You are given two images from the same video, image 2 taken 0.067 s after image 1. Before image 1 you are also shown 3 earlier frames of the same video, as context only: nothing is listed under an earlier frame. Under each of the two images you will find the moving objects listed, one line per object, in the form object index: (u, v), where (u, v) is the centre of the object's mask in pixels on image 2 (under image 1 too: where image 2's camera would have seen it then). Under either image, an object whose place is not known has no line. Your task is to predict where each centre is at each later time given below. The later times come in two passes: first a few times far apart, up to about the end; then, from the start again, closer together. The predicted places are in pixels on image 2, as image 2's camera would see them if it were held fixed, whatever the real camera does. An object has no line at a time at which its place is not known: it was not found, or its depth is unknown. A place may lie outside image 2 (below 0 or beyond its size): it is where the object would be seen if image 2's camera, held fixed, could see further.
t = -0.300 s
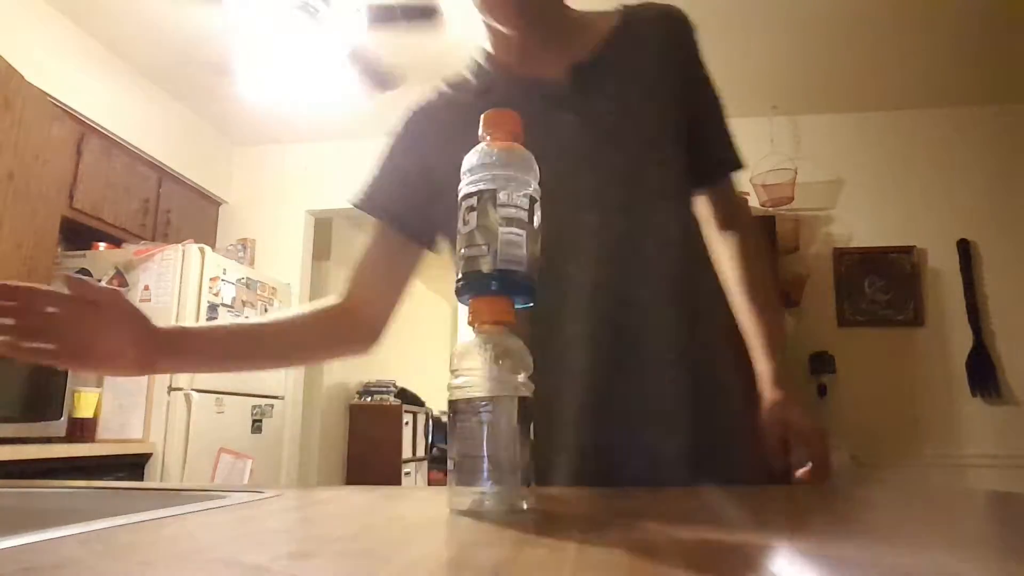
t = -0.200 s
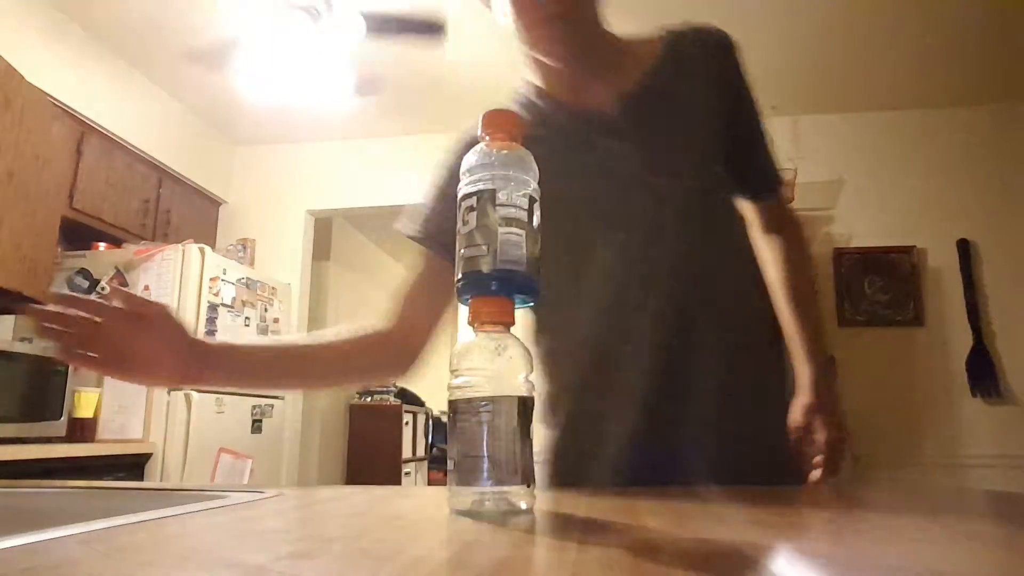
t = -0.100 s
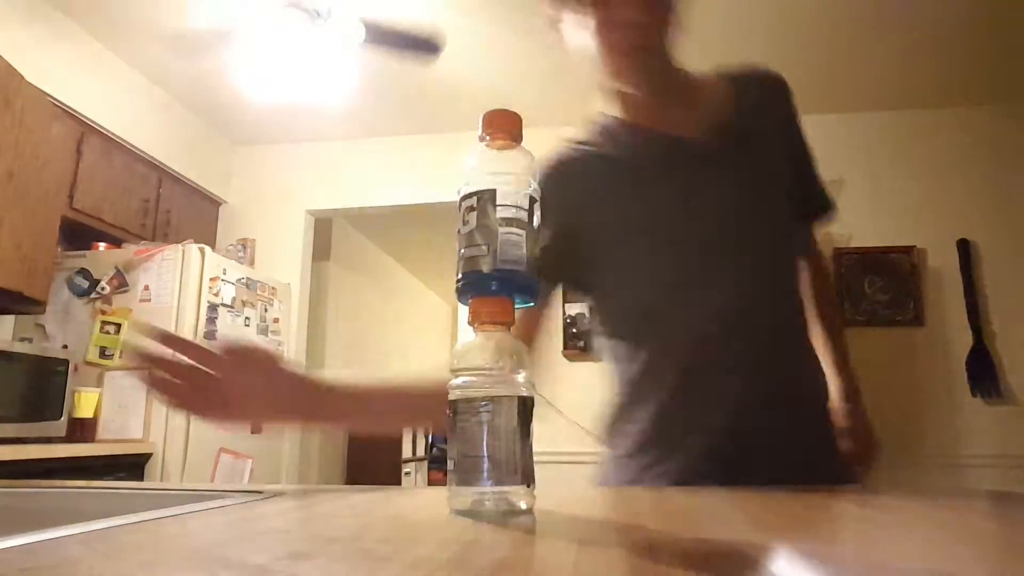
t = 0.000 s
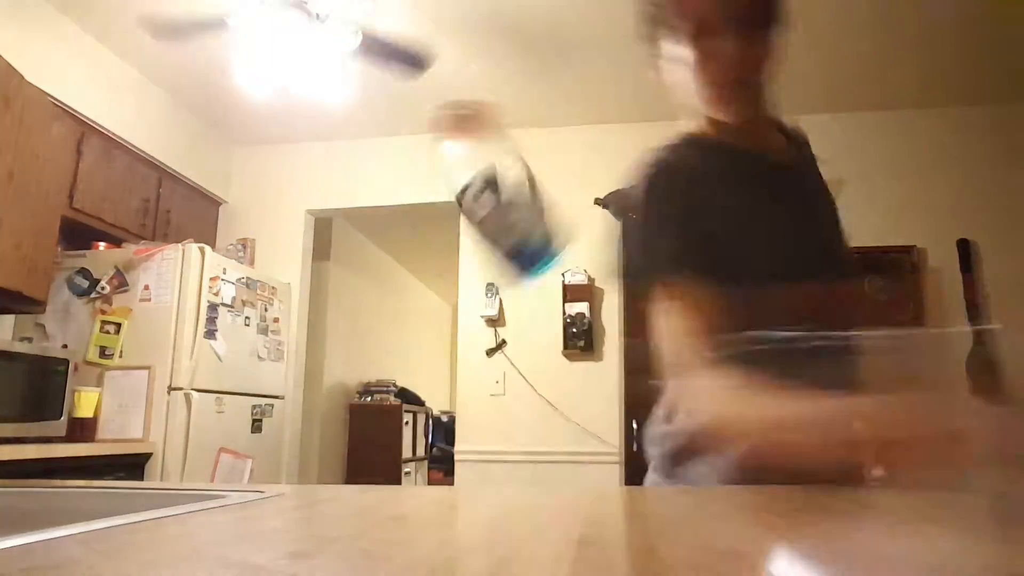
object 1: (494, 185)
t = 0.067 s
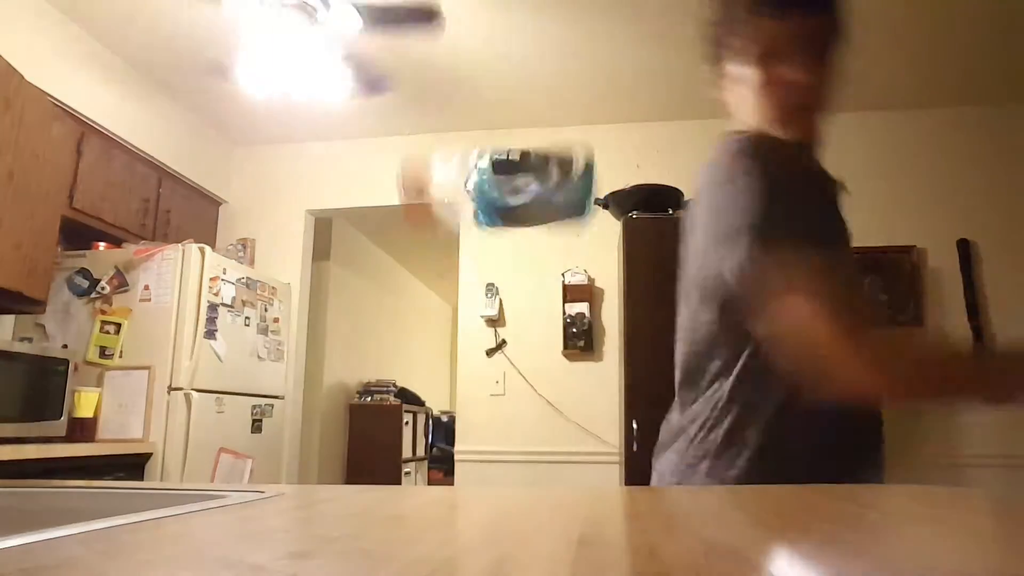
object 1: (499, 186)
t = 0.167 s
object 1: (542, 236)
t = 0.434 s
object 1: (567, 458)
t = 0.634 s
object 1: (575, 462)
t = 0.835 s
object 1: (575, 462)
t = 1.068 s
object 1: (575, 462)
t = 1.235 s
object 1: (575, 463)
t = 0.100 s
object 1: (511, 197)
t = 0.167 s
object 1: (542, 236)
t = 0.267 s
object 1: (555, 395)
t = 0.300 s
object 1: (545, 448)
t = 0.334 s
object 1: (547, 458)
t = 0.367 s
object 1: (548, 461)
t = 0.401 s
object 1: (562, 459)
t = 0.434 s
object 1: (567, 458)
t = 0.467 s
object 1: (572, 460)
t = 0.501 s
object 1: (573, 462)
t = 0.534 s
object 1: (574, 462)
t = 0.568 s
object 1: (575, 462)
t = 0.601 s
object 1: (575, 462)
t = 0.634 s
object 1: (575, 462)
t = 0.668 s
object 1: (575, 462)
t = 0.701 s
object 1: (575, 462)
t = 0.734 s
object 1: (575, 462)
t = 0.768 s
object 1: (575, 462)
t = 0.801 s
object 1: (575, 462)
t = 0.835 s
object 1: (575, 462)
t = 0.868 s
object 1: (575, 462)
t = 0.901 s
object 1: (575, 462)
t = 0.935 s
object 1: (575, 462)
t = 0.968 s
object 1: (575, 462)
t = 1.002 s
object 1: (575, 462)
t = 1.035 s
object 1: (575, 462)
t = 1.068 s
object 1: (575, 462)
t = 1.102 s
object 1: (575, 462)
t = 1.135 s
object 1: (575, 462)
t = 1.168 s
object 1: (575, 463)
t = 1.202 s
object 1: (575, 463)
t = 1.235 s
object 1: (575, 463)
